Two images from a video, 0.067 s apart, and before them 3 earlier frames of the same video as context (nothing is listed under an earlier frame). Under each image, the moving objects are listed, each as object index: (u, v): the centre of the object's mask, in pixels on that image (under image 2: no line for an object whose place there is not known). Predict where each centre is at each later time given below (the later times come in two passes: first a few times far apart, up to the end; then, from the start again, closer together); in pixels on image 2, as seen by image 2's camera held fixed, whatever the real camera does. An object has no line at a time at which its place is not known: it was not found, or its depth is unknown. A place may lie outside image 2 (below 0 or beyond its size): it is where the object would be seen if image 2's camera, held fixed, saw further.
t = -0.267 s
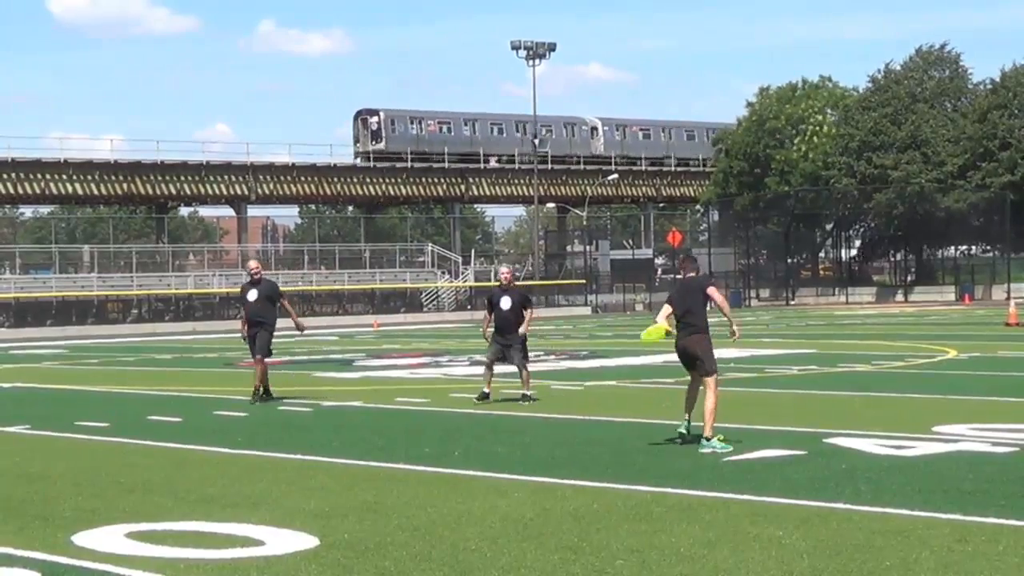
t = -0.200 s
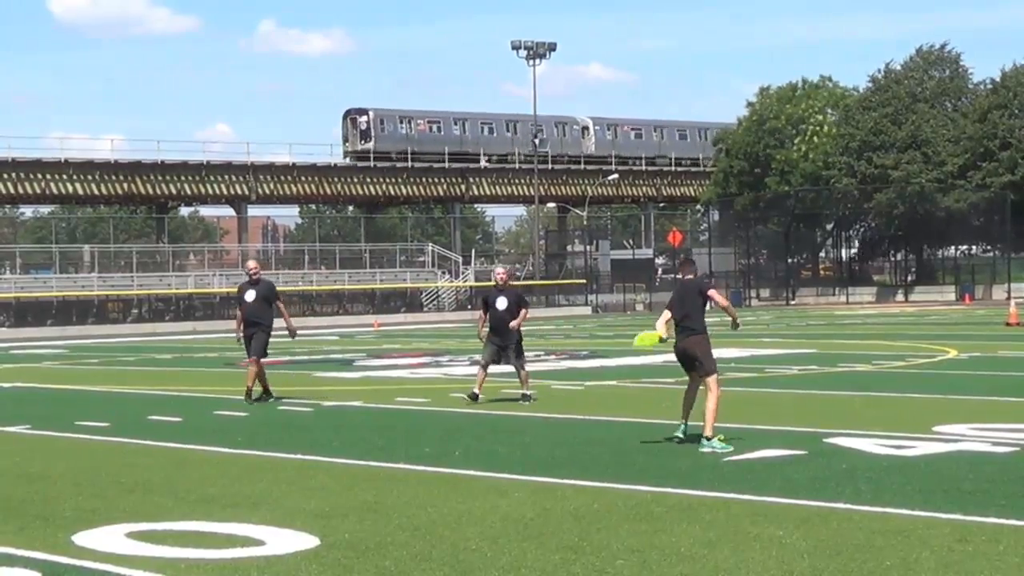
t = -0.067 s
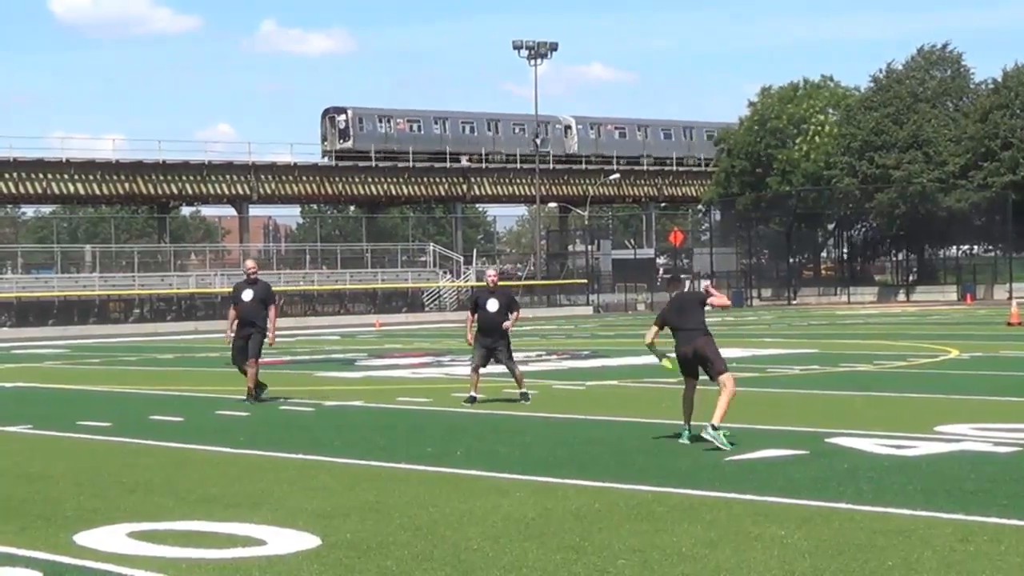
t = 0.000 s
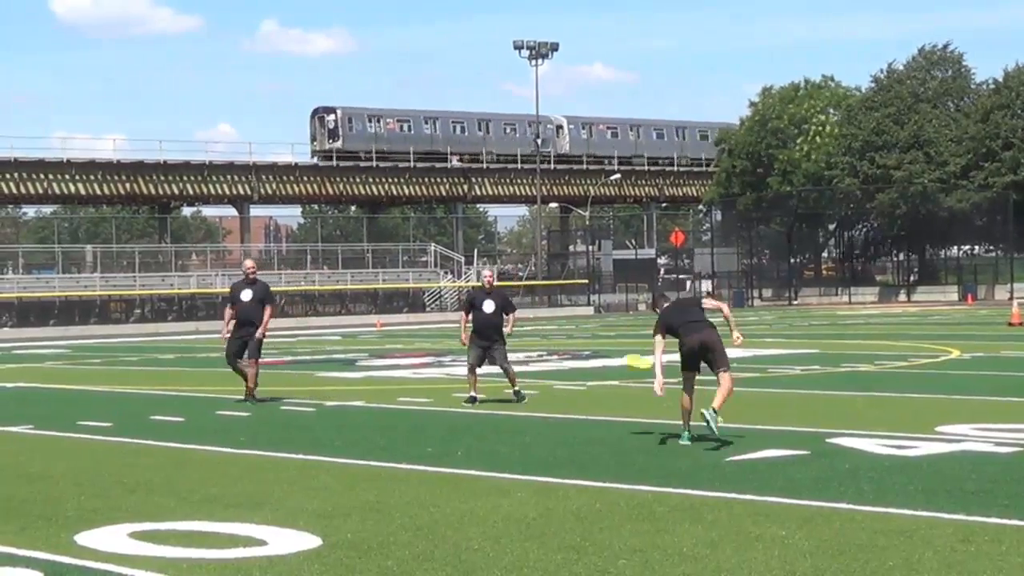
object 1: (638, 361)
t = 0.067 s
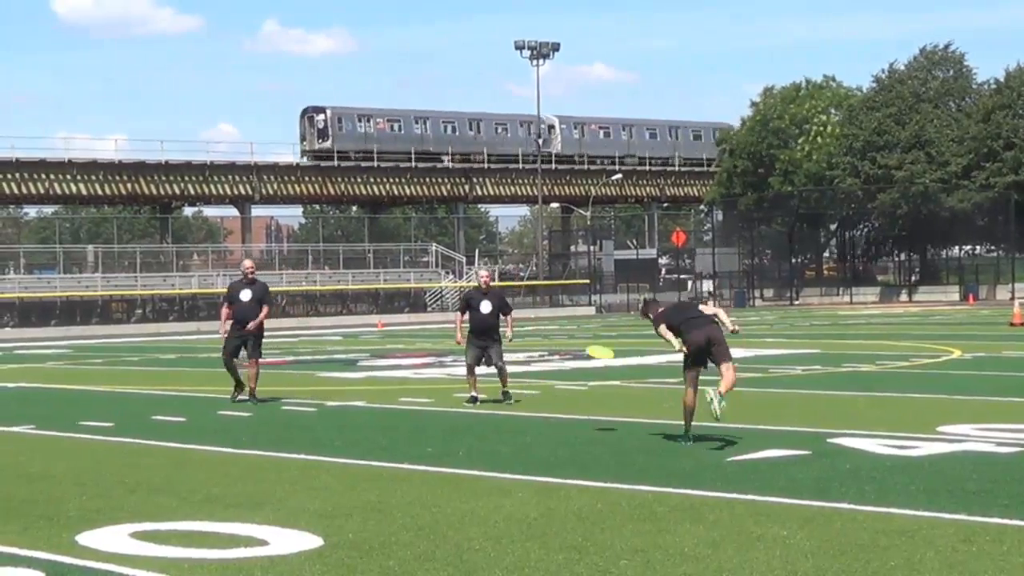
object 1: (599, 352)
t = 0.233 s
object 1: (521, 321)
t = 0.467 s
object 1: (441, 283)
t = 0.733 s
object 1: (377, 257)
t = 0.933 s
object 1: (342, 247)
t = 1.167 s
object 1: (311, 248)
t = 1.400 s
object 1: (289, 263)
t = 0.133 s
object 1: (565, 339)
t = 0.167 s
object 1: (550, 333)
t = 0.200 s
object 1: (535, 327)
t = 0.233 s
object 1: (521, 321)
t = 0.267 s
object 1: (508, 315)
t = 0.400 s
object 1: (461, 291)
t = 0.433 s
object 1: (451, 287)
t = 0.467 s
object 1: (441, 283)
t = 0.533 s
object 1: (423, 275)
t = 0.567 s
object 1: (414, 271)
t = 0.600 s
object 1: (406, 268)
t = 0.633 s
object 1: (398, 264)
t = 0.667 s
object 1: (391, 262)
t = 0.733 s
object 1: (377, 257)
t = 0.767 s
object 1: (370, 255)
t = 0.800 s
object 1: (364, 253)
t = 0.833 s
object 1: (358, 251)
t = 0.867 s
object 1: (352, 250)
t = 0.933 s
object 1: (342, 247)
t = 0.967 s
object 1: (336, 246)
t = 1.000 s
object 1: (332, 246)
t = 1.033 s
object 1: (327, 245)
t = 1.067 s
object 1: (323, 246)
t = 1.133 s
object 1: (315, 247)
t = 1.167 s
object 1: (311, 248)
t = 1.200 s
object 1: (307, 249)
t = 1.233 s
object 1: (305, 251)
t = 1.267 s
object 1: (301, 252)
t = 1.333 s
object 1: (295, 258)
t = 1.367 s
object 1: (292, 261)
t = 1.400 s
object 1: (289, 263)
